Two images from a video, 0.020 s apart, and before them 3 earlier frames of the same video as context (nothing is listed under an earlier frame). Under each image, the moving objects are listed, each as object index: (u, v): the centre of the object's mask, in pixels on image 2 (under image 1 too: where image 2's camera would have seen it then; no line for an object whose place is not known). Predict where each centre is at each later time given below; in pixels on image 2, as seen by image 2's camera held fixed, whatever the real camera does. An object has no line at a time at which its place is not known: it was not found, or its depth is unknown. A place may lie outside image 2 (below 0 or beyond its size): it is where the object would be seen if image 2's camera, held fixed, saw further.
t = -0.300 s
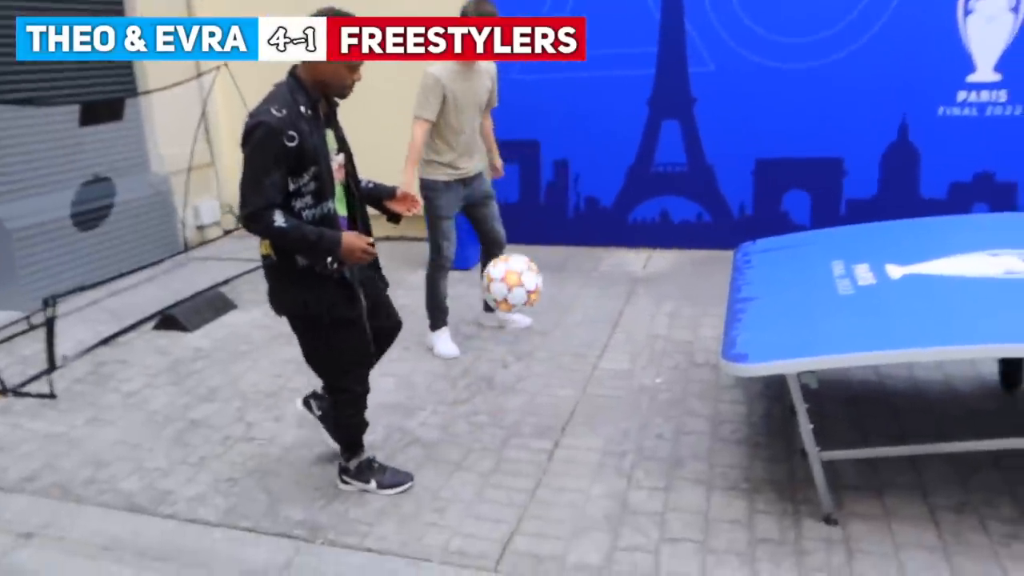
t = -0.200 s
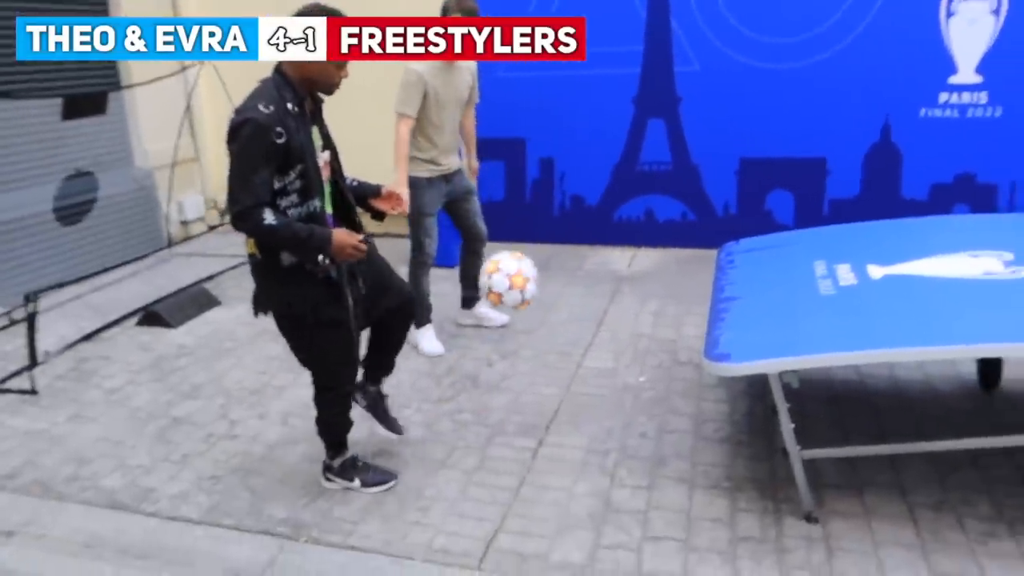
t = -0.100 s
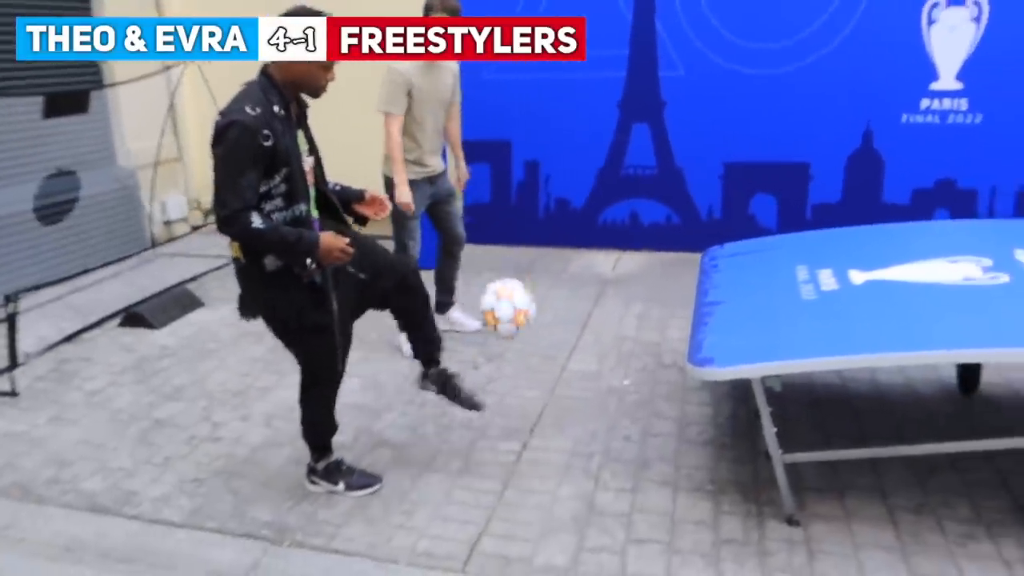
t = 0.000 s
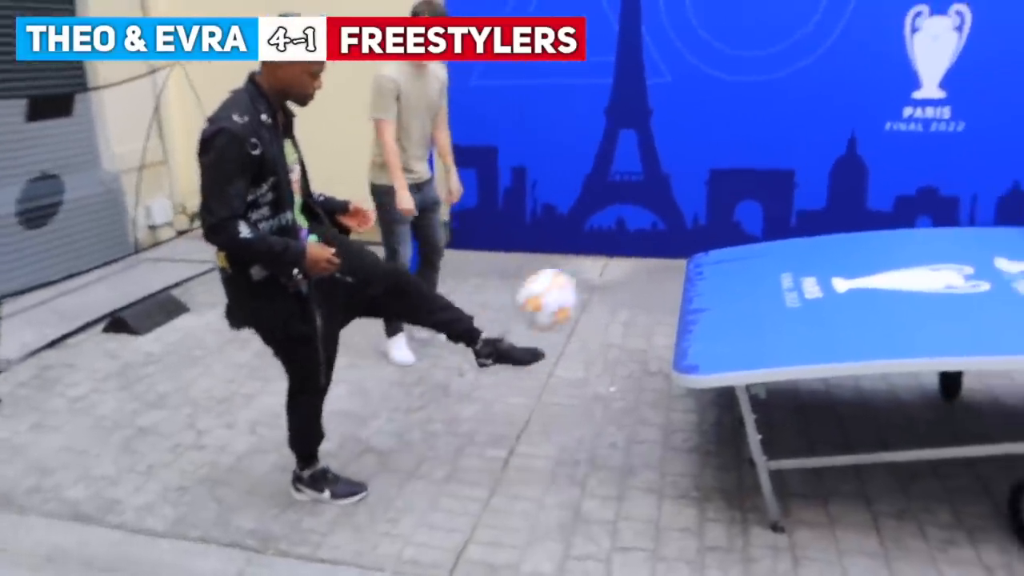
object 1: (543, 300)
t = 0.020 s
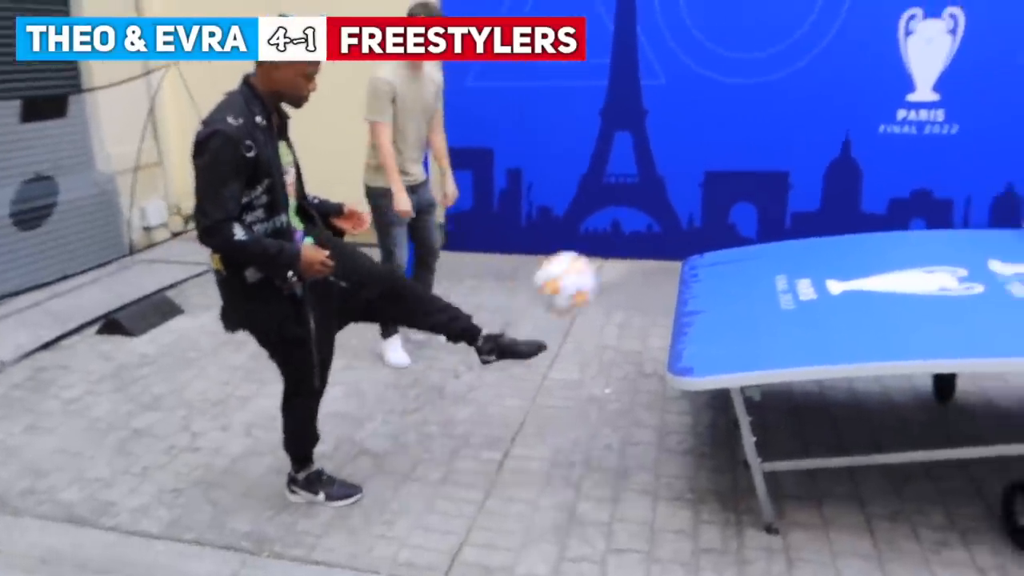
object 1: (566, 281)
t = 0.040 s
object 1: (590, 262)
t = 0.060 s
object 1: (612, 248)
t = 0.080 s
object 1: (636, 231)
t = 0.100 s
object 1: (660, 217)
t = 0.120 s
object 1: (685, 202)
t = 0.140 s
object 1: (711, 187)
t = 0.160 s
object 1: (735, 174)
